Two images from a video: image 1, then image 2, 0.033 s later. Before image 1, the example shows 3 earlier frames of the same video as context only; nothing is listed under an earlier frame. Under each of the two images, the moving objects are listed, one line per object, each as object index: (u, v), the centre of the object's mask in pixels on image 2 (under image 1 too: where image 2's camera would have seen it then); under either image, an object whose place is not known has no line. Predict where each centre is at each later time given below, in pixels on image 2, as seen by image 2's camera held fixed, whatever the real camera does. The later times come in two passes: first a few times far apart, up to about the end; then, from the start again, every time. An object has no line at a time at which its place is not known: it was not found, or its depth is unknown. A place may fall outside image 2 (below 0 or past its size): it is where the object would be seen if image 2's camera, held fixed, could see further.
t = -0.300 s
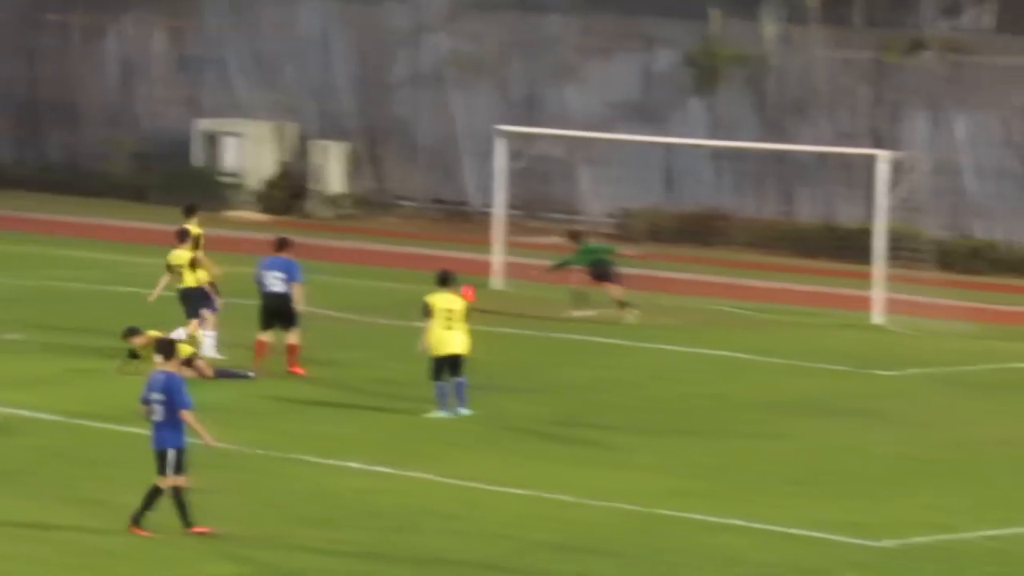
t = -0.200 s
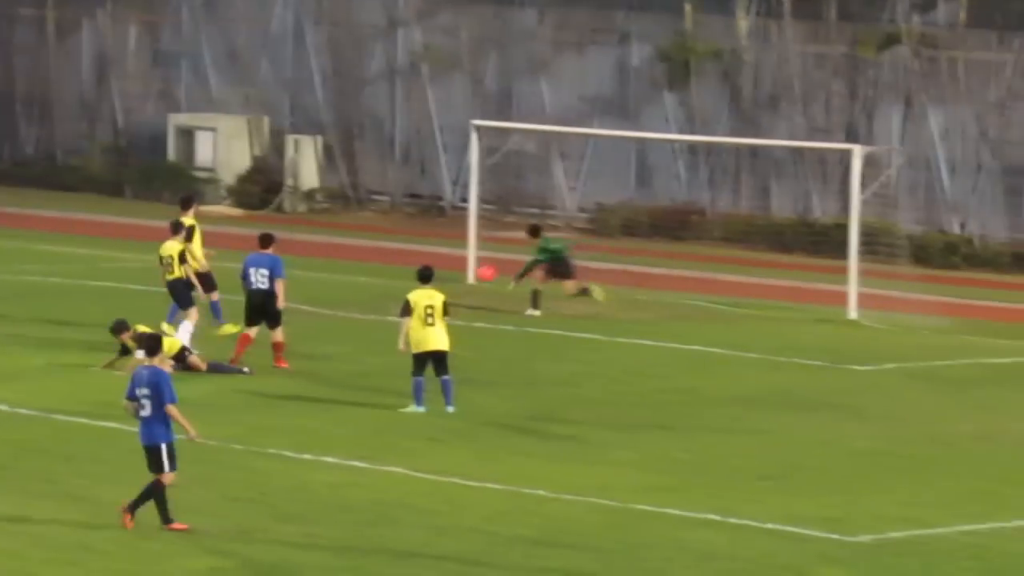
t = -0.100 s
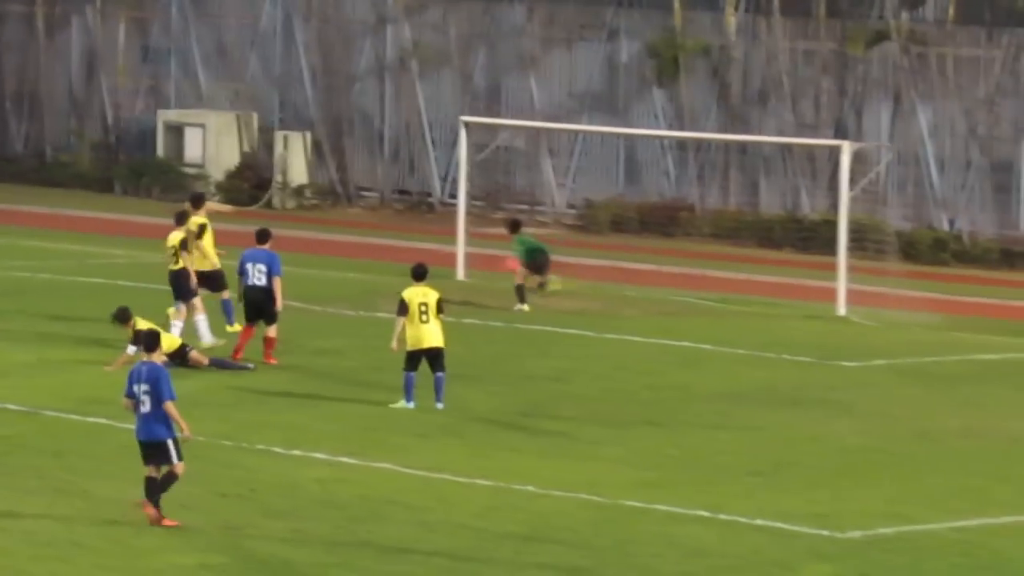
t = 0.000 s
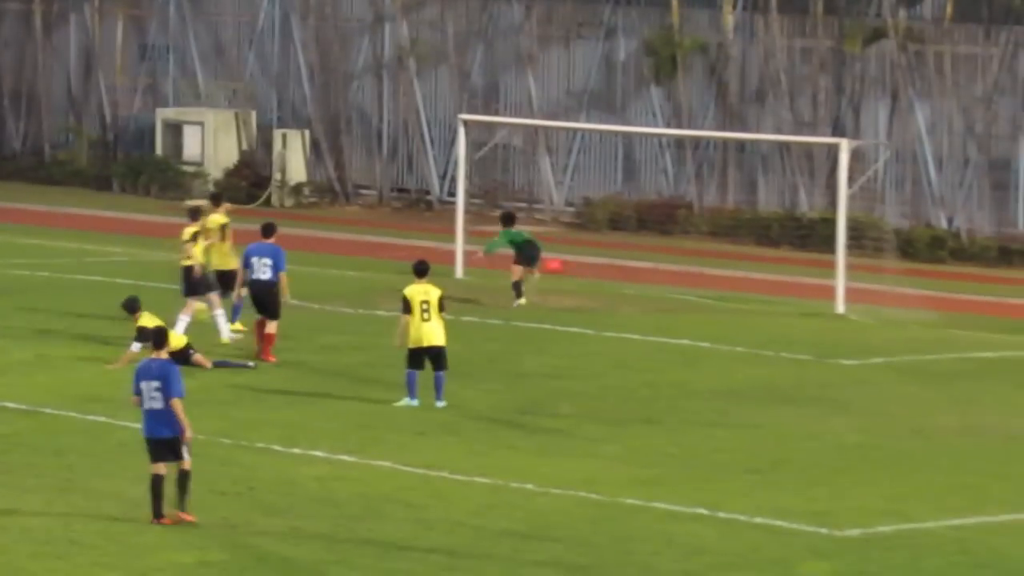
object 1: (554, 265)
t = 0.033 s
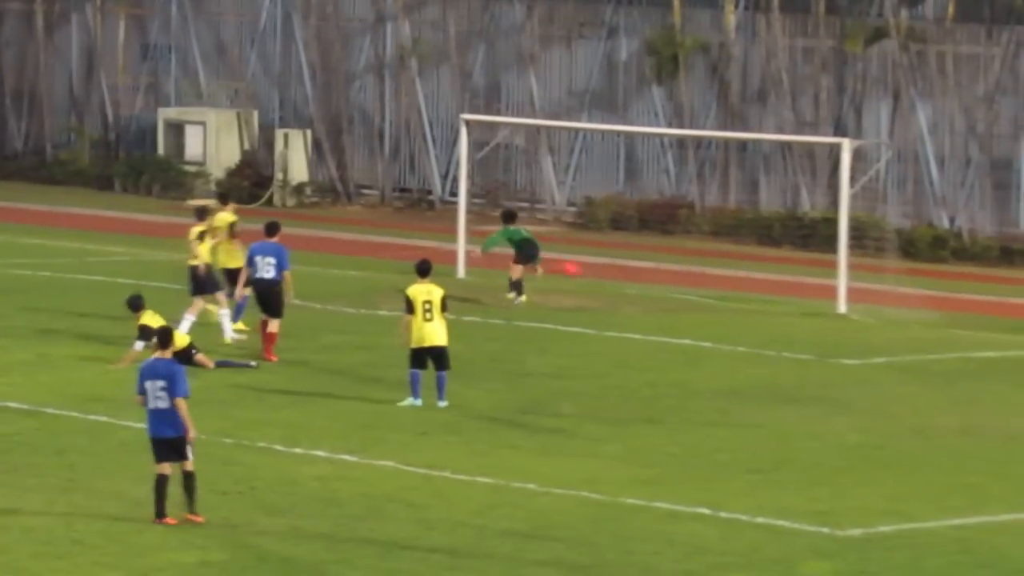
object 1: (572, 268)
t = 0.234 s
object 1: (612, 263)
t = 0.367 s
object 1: (591, 249)
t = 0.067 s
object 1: (581, 273)
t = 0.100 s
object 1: (593, 278)
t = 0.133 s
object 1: (604, 276)
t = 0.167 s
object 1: (611, 271)
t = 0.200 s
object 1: (614, 267)
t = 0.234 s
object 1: (612, 263)
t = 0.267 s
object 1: (607, 258)
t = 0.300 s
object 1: (602, 253)
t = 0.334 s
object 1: (597, 251)
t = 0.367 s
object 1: (591, 249)
